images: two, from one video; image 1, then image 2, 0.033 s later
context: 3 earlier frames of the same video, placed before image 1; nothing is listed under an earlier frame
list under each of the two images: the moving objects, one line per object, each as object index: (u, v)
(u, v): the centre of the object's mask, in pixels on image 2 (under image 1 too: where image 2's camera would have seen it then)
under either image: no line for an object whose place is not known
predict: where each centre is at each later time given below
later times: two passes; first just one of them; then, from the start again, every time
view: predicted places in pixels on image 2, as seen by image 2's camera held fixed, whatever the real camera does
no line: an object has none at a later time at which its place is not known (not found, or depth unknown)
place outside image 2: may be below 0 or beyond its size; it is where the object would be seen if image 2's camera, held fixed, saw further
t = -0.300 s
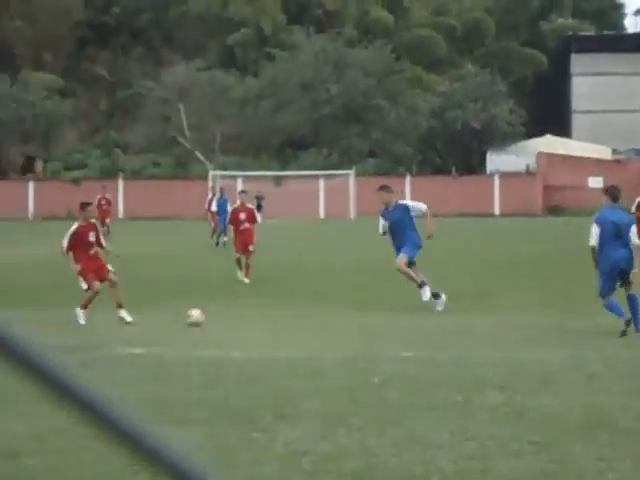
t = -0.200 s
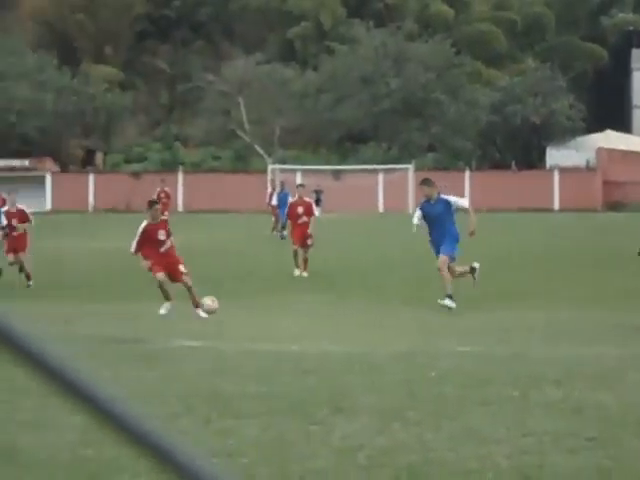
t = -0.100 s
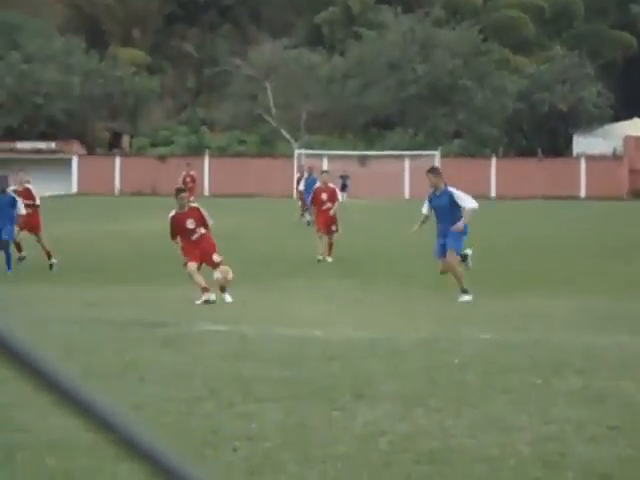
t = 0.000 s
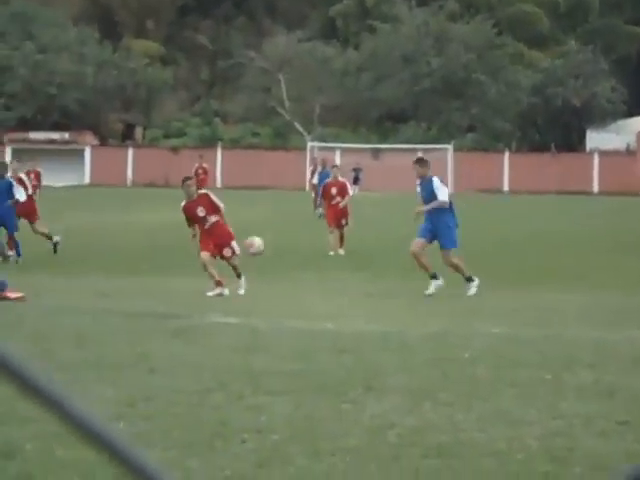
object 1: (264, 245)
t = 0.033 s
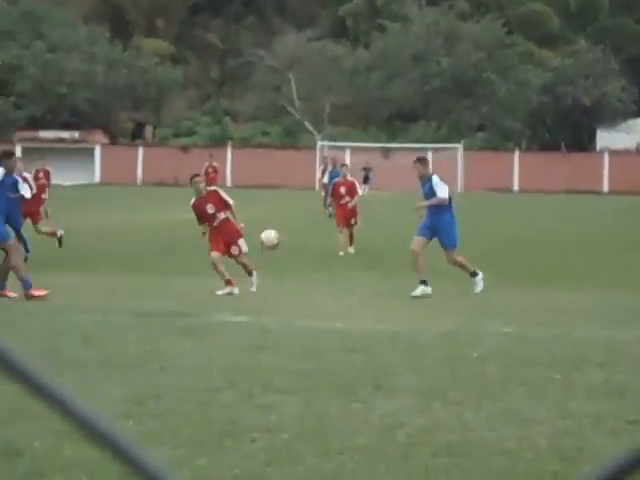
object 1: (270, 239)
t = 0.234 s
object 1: (311, 225)
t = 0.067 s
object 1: (277, 234)
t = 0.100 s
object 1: (284, 230)
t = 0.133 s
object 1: (291, 228)
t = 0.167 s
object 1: (297, 225)
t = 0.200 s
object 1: (304, 225)
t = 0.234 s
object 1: (311, 225)
